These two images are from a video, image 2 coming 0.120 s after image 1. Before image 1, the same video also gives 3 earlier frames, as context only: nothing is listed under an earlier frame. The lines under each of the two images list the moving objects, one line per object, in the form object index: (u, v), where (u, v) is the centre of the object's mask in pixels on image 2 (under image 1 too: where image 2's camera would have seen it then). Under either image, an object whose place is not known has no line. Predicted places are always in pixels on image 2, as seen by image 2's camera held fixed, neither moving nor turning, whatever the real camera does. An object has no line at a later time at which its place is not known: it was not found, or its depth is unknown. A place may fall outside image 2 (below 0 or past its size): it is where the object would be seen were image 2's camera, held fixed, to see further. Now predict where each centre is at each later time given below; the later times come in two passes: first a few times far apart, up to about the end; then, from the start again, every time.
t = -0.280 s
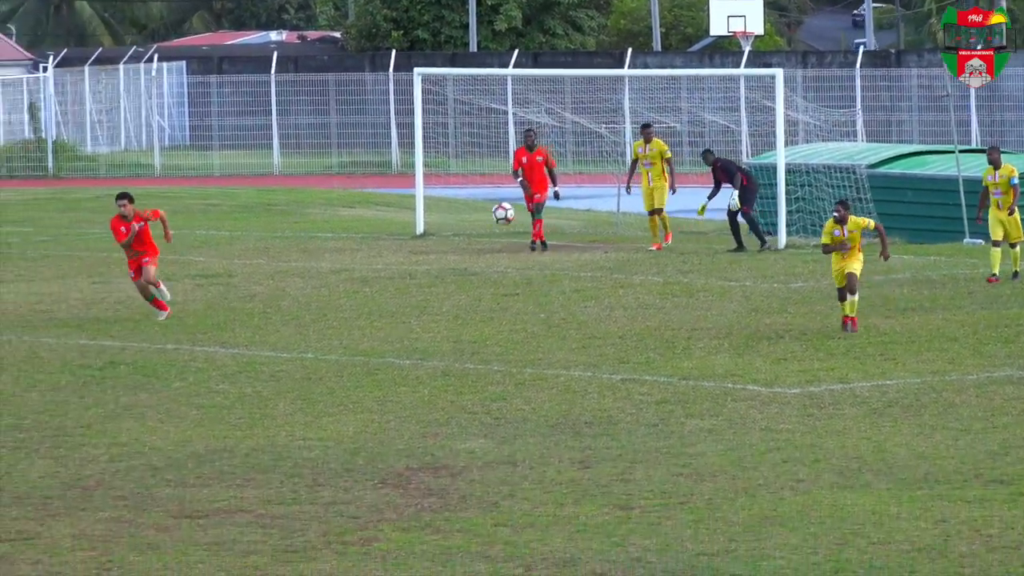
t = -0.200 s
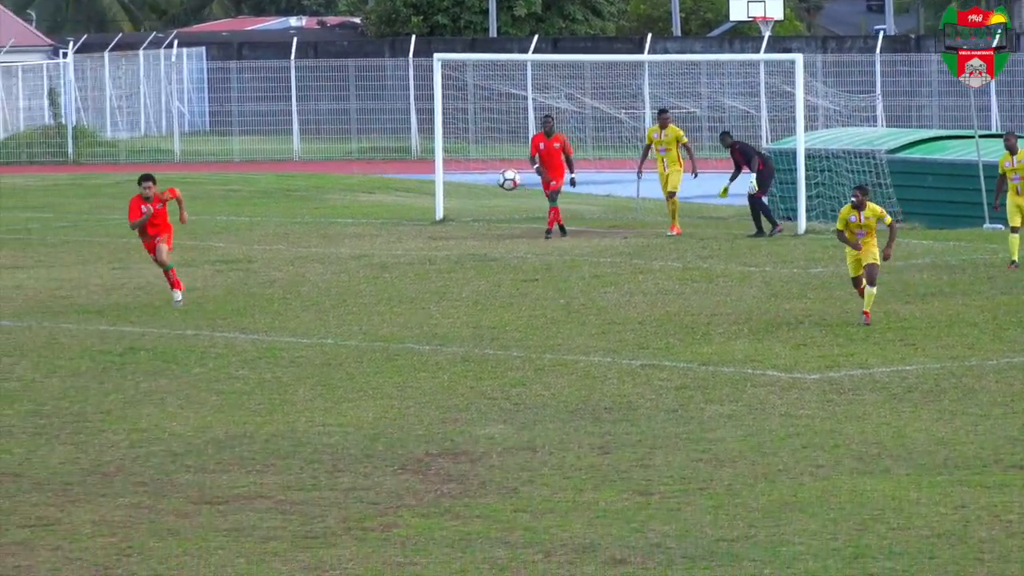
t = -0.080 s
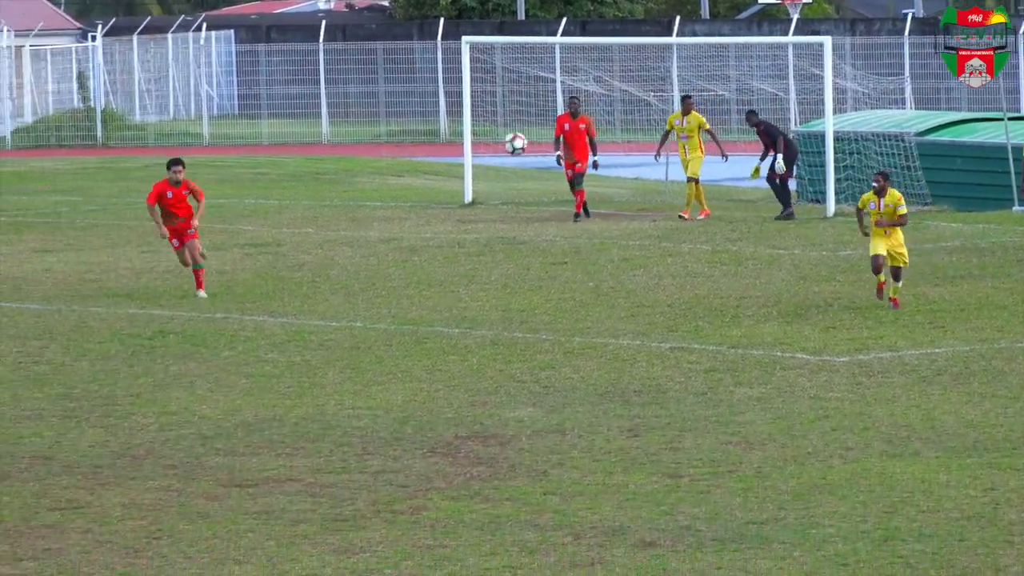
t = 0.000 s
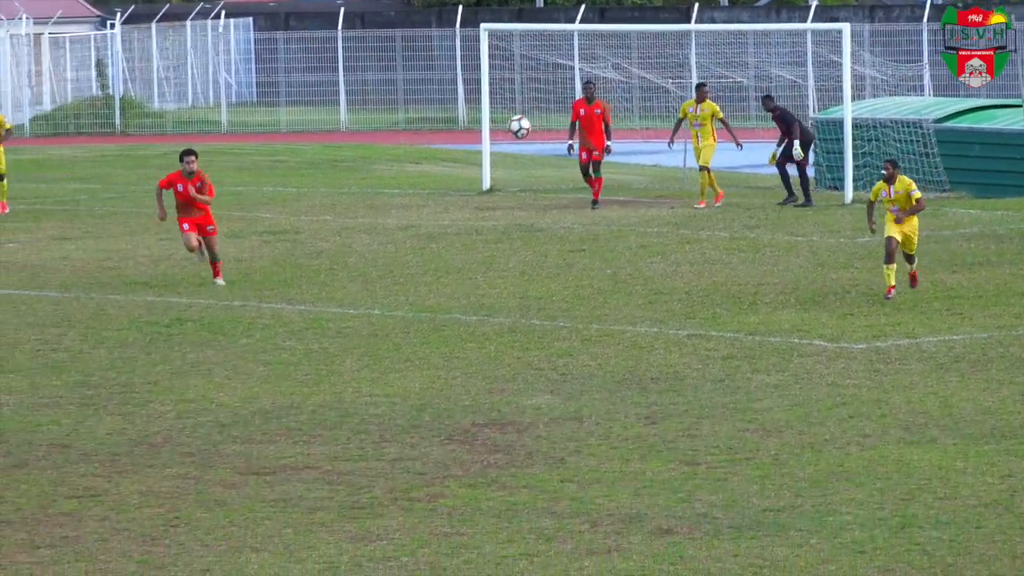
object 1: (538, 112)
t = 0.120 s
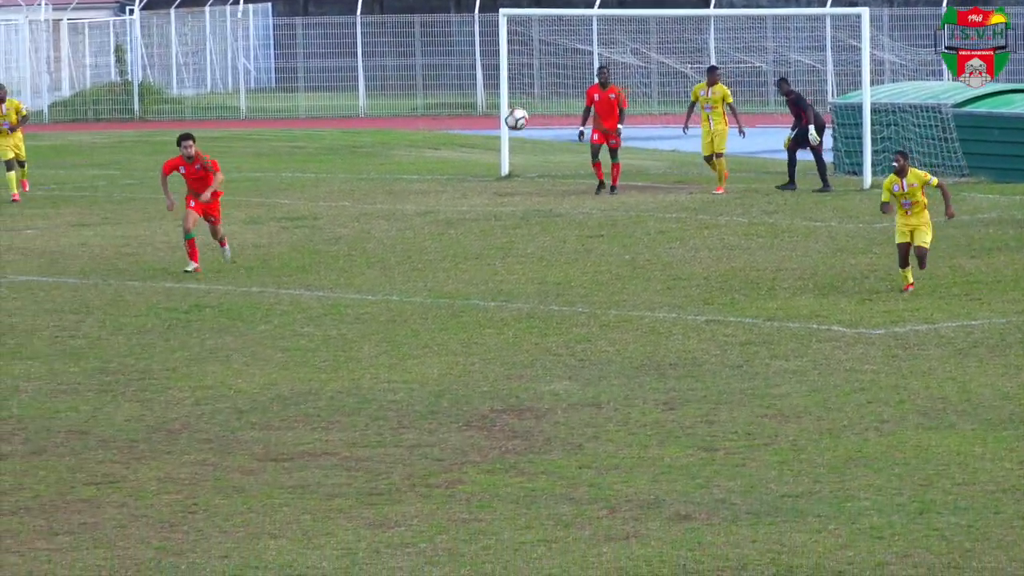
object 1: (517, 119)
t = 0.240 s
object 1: (495, 141)
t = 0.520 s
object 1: (449, 255)
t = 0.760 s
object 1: (408, 326)
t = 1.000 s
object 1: (357, 267)
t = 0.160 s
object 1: (509, 124)
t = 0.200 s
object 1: (502, 131)
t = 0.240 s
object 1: (495, 141)
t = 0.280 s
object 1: (488, 151)
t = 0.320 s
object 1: (482, 164)
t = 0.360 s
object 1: (475, 178)
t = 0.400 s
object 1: (468, 194)
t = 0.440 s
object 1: (462, 213)
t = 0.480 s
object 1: (455, 233)
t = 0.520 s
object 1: (449, 255)
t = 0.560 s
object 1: (442, 279)
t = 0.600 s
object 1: (437, 306)
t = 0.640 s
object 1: (431, 333)
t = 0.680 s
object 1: (424, 359)
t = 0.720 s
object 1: (416, 342)
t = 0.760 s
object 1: (408, 326)
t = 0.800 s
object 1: (400, 313)
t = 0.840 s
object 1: (391, 300)
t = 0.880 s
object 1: (383, 289)
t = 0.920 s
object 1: (374, 280)
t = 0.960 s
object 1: (366, 273)
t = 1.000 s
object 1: (357, 267)
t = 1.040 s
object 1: (349, 264)
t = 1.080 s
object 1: (341, 262)
